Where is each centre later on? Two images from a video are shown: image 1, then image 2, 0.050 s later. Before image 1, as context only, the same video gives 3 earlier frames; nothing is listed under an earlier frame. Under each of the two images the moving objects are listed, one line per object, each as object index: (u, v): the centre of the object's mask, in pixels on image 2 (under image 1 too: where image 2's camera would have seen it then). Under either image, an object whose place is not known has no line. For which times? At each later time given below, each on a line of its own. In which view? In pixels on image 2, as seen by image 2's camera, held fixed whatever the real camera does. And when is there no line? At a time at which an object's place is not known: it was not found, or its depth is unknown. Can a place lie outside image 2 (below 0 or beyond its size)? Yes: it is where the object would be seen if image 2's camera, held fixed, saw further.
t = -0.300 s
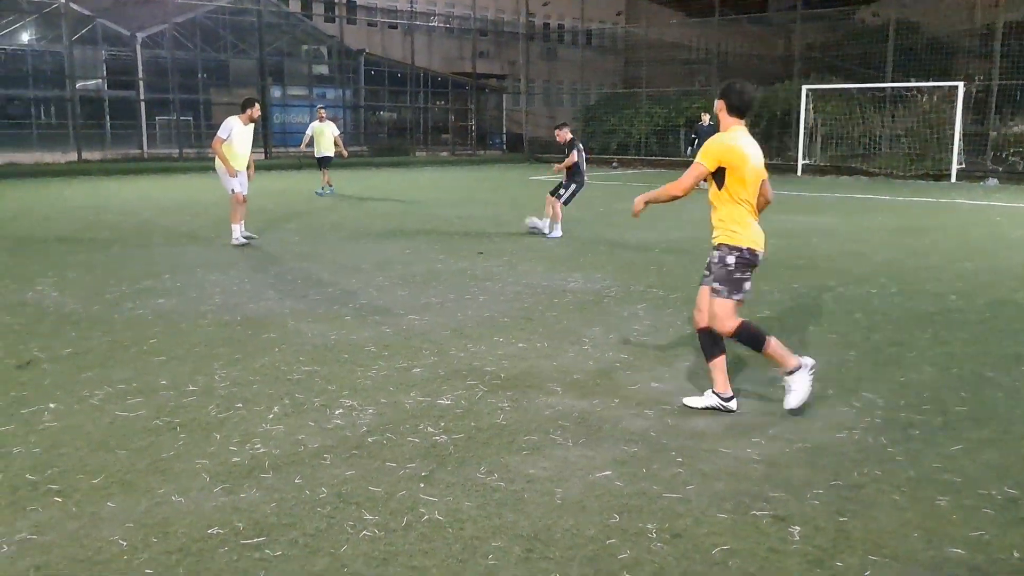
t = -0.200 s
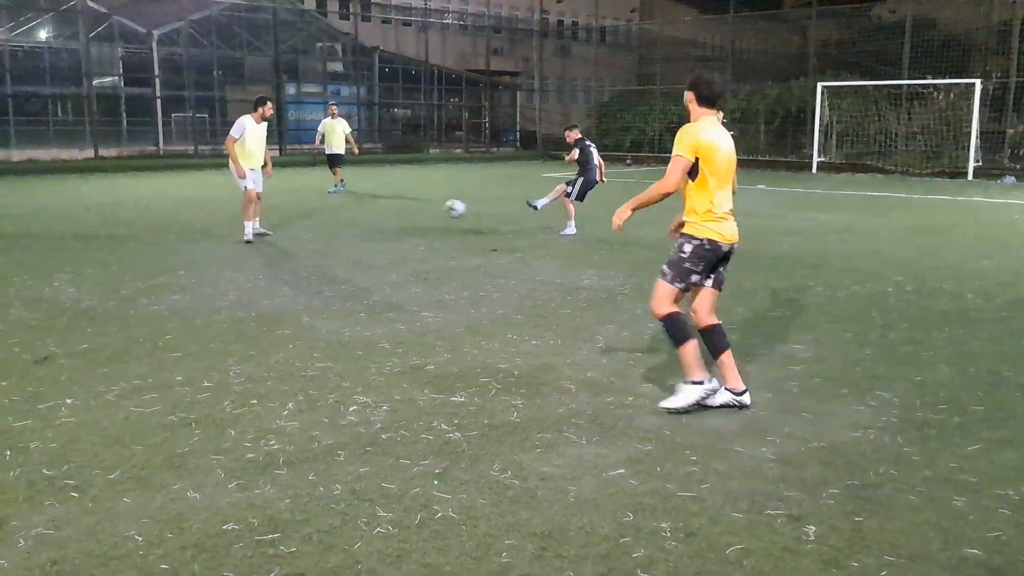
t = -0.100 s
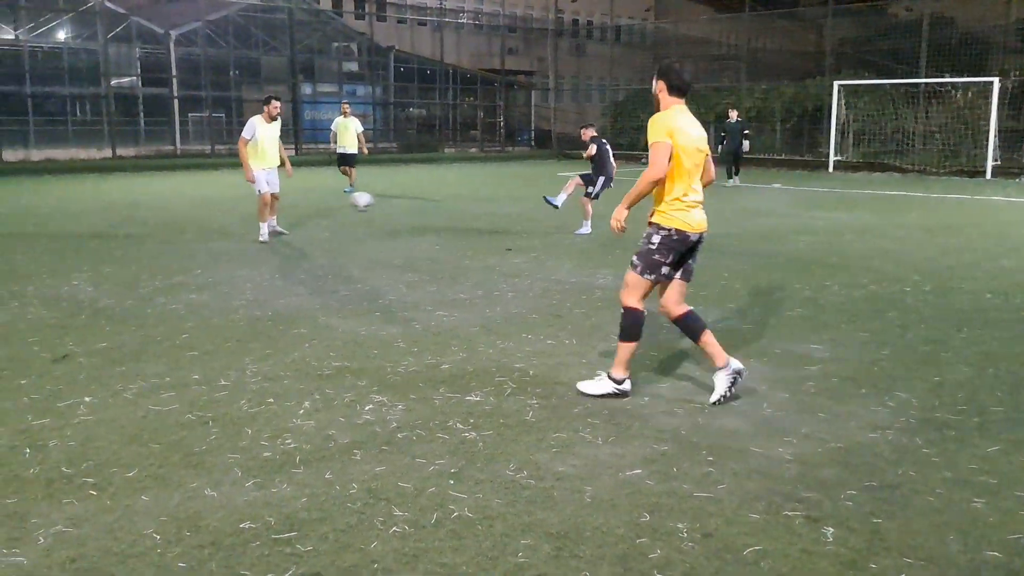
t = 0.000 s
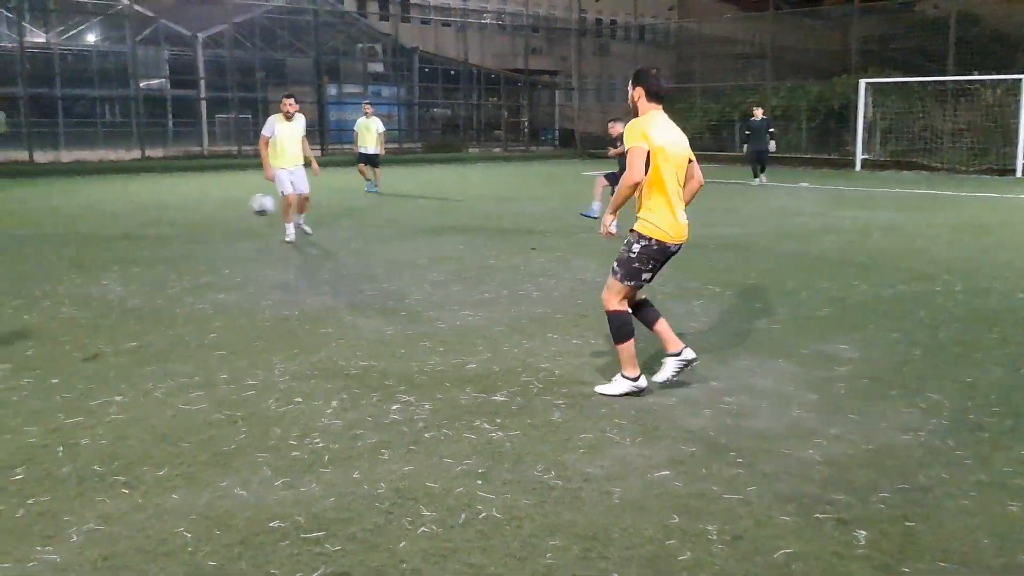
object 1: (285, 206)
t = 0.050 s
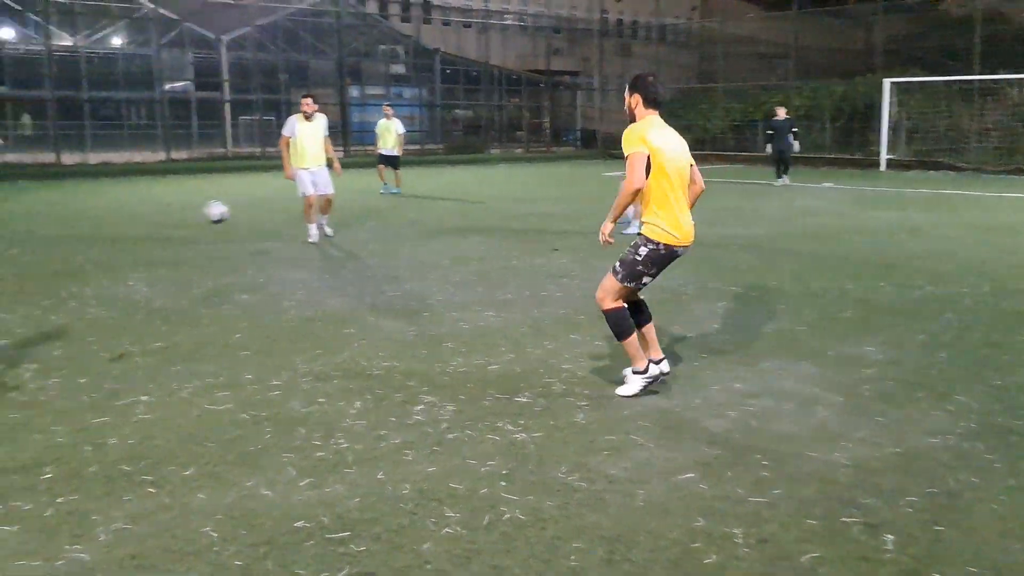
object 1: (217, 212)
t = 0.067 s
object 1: (192, 215)
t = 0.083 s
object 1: (168, 217)
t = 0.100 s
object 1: (141, 221)
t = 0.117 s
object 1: (113, 226)
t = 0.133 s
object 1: (86, 230)
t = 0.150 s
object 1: (55, 235)
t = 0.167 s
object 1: (26, 242)
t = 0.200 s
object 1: (-38, 254)
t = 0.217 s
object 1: (-71, 262)
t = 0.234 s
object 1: (-108, 269)
